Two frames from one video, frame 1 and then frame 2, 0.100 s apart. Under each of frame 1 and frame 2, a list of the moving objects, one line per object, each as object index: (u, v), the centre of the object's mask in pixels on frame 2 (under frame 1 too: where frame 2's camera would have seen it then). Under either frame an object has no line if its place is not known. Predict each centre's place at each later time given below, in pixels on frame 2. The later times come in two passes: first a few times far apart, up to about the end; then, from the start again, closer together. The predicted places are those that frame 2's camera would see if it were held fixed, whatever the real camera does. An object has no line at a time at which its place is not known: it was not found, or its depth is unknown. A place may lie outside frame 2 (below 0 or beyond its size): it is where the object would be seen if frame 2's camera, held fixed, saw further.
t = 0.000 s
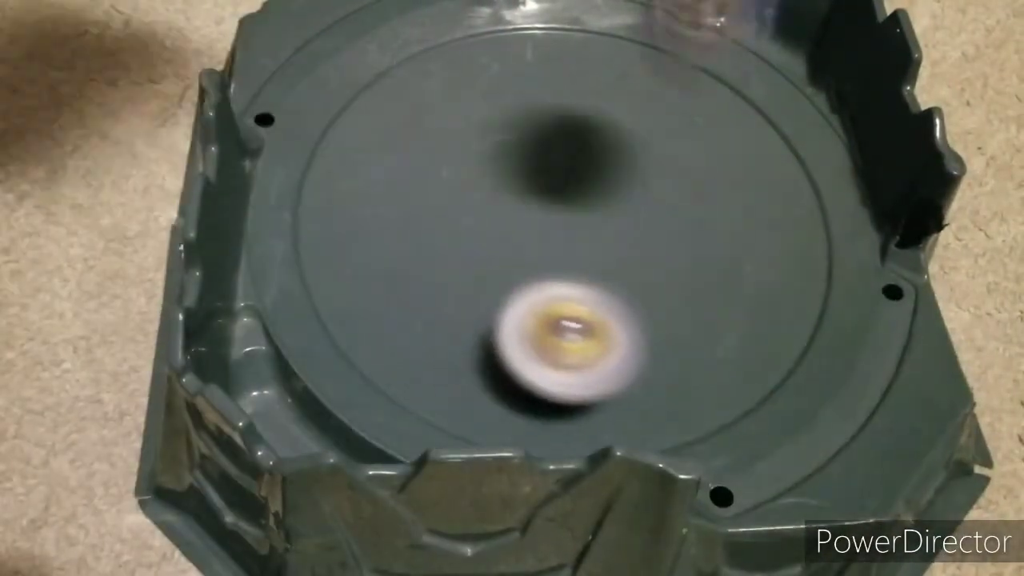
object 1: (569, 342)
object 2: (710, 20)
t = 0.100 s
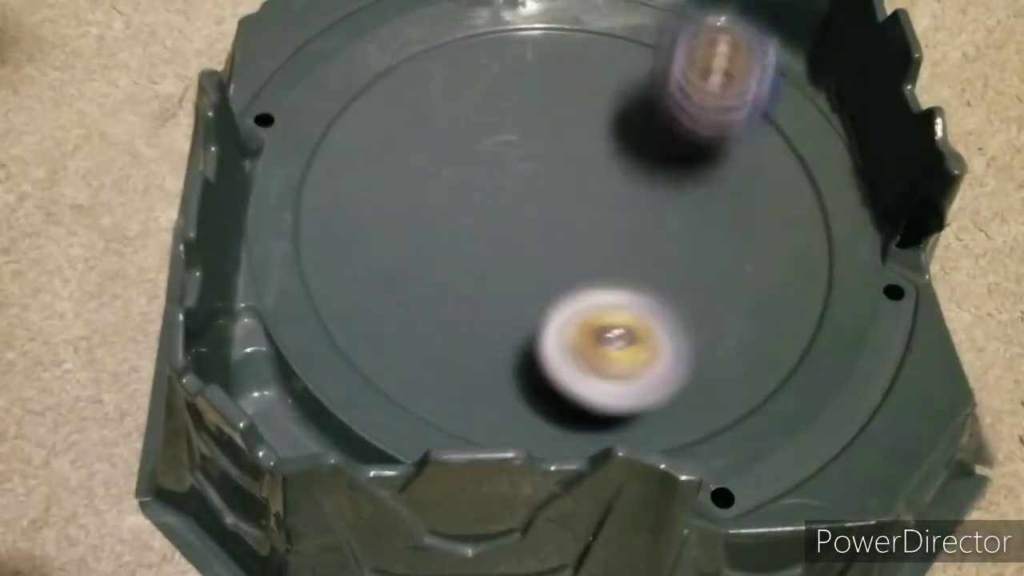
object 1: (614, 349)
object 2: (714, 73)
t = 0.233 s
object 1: (646, 357)
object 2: (710, 13)
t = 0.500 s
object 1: (680, 325)
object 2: (518, 88)
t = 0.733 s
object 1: (735, 243)
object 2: (595, 285)
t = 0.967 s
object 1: (793, 183)
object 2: (893, 311)
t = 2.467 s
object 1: (468, 16)
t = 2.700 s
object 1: (593, 108)
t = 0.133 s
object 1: (623, 351)
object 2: (724, 40)
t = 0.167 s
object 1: (632, 356)
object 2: (726, 30)
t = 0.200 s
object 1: (639, 356)
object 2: (722, 23)
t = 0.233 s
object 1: (646, 357)
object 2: (710, 13)
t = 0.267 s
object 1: (654, 358)
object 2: (690, 13)
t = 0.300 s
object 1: (662, 359)
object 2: (668, 20)
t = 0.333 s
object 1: (666, 359)
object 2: (642, 29)
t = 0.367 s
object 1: (670, 357)
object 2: (613, 37)
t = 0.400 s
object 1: (672, 353)
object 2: (583, 45)
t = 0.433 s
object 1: (674, 345)
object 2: (557, 56)
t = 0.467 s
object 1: (677, 336)
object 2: (537, 71)
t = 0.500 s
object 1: (680, 325)
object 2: (518, 88)
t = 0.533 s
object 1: (684, 313)
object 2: (508, 111)
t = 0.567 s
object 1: (689, 302)
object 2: (505, 137)
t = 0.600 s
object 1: (696, 289)
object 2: (509, 167)
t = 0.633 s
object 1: (703, 277)
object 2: (517, 197)
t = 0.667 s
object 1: (712, 265)
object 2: (536, 230)
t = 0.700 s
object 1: (723, 254)
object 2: (561, 259)
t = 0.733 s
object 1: (735, 243)
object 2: (595, 285)
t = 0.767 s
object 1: (747, 234)
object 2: (633, 310)
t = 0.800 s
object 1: (758, 227)
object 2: (683, 331)
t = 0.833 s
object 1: (768, 223)
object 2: (735, 344)
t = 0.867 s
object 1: (776, 215)
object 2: (787, 344)
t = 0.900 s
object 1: (782, 204)
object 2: (831, 335)
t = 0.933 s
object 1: (788, 193)
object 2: (863, 327)
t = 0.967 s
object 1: (793, 183)
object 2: (893, 311)
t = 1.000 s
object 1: (799, 176)
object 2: (919, 299)
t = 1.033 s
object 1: (803, 171)
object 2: (936, 280)
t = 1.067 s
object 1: (805, 167)
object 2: (939, 262)
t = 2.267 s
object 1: (431, 65)
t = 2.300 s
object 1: (421, 47)
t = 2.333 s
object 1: (418, 35)
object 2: (440, 227)
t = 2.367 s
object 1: (424, 27)
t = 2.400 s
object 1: (434, 23)
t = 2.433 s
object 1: (451, 18)
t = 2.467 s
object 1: (468, 16)
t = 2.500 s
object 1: (493, 16)
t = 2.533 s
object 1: (522, 21)
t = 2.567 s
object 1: (546, 27)
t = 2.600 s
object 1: (565, 38)
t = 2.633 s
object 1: (581, 59)
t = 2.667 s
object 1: (589, 84)
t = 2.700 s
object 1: (593, 108)
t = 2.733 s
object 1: (595, 136)
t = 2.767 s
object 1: (595, 159)
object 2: (510, 247)
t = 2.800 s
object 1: (613, 156)
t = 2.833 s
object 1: (636, 149)
